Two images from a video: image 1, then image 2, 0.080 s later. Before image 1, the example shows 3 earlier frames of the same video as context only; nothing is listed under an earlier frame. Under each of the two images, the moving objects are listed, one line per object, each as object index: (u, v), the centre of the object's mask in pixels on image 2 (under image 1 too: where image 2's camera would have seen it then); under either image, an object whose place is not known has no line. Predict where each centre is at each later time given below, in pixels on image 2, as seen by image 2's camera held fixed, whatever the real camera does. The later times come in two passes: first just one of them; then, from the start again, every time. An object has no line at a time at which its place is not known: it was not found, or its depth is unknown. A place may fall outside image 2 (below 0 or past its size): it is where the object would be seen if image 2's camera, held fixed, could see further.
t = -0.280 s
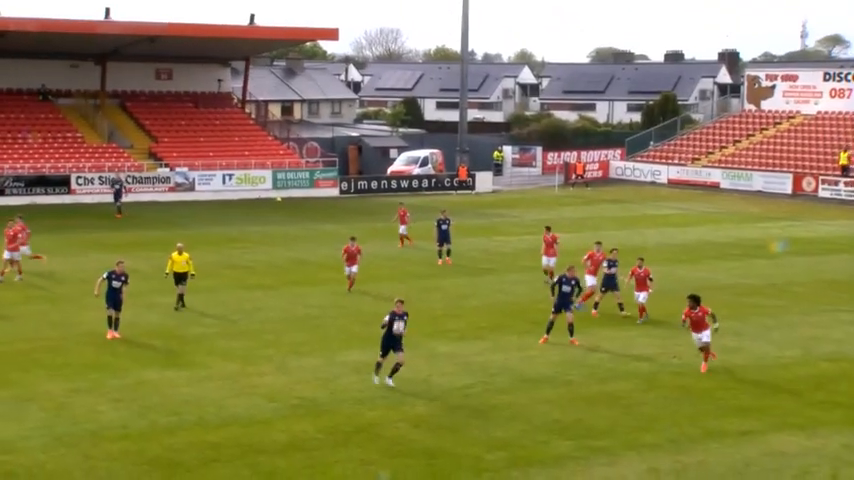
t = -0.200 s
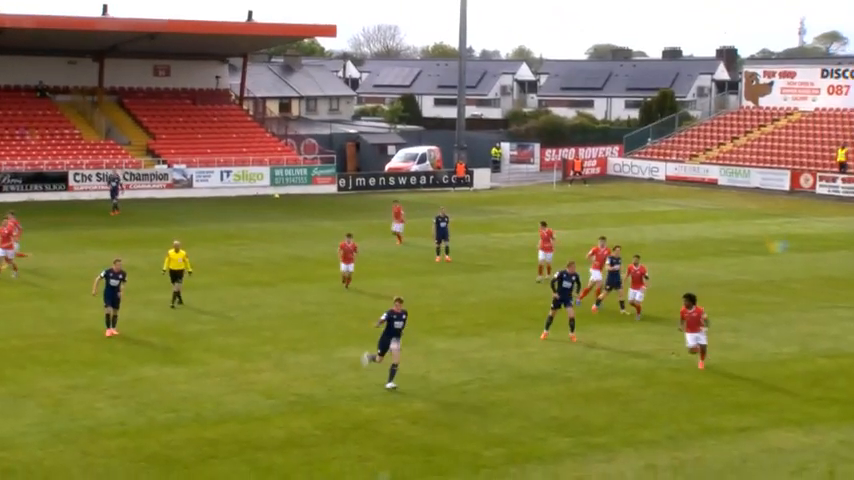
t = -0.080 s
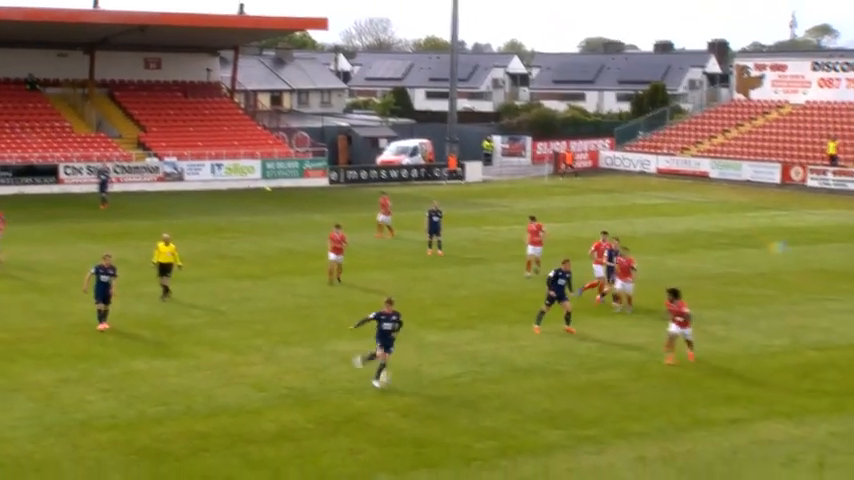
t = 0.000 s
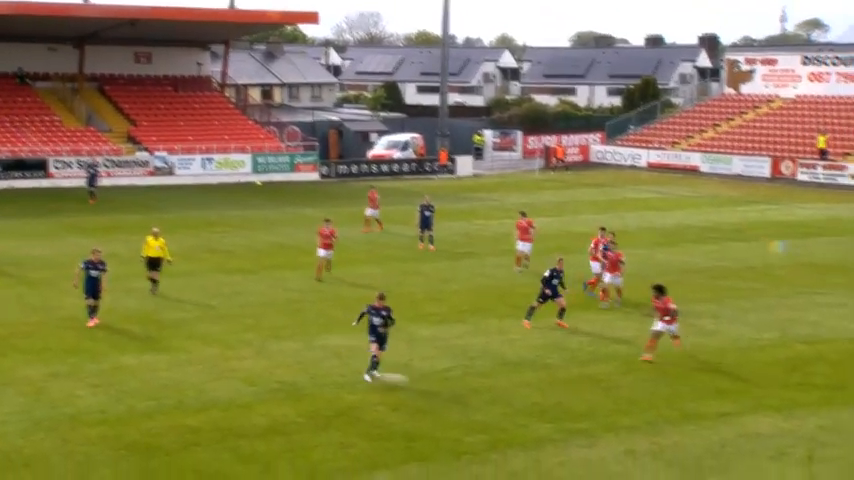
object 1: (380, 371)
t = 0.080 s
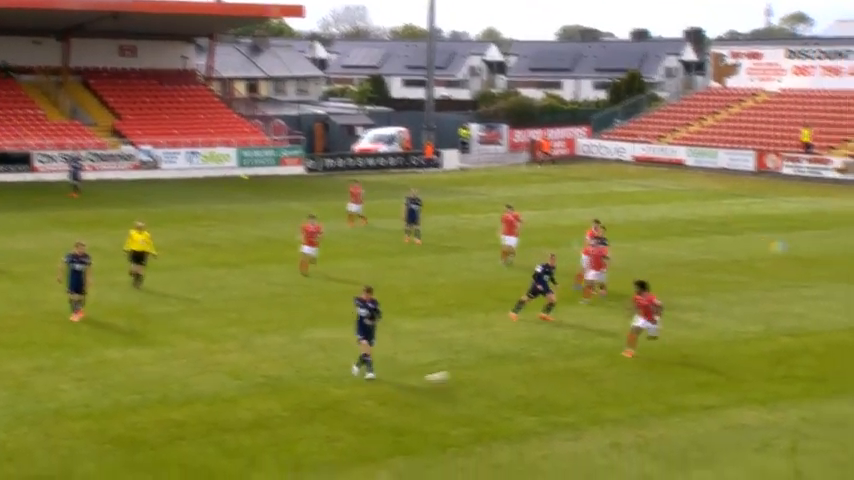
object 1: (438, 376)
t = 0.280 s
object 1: (582, 382)
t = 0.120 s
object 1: (467, 376)
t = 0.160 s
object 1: (494, 376)
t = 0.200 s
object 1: (523, 377)
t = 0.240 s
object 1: (552, 379)
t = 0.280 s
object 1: (582, 382)
